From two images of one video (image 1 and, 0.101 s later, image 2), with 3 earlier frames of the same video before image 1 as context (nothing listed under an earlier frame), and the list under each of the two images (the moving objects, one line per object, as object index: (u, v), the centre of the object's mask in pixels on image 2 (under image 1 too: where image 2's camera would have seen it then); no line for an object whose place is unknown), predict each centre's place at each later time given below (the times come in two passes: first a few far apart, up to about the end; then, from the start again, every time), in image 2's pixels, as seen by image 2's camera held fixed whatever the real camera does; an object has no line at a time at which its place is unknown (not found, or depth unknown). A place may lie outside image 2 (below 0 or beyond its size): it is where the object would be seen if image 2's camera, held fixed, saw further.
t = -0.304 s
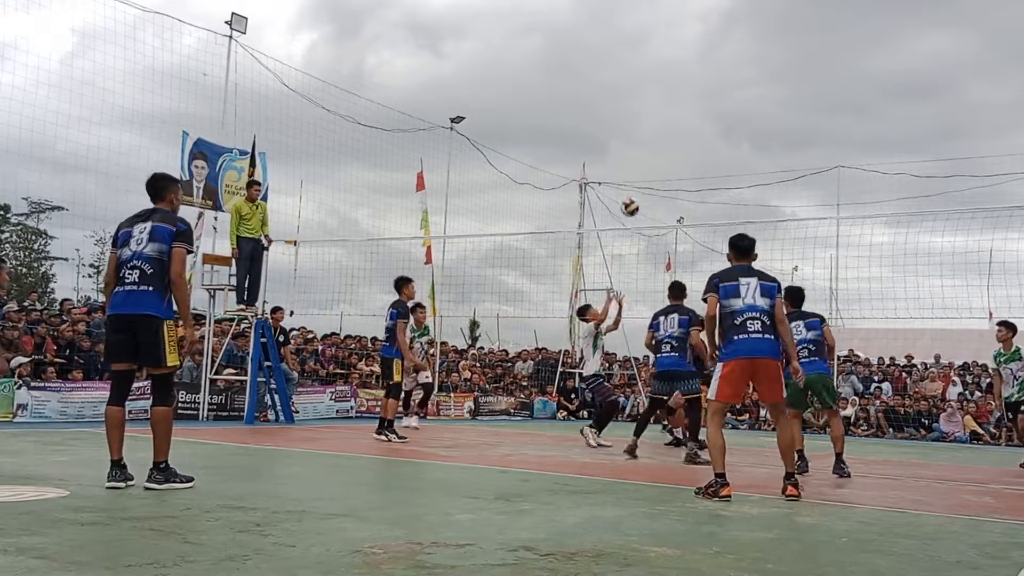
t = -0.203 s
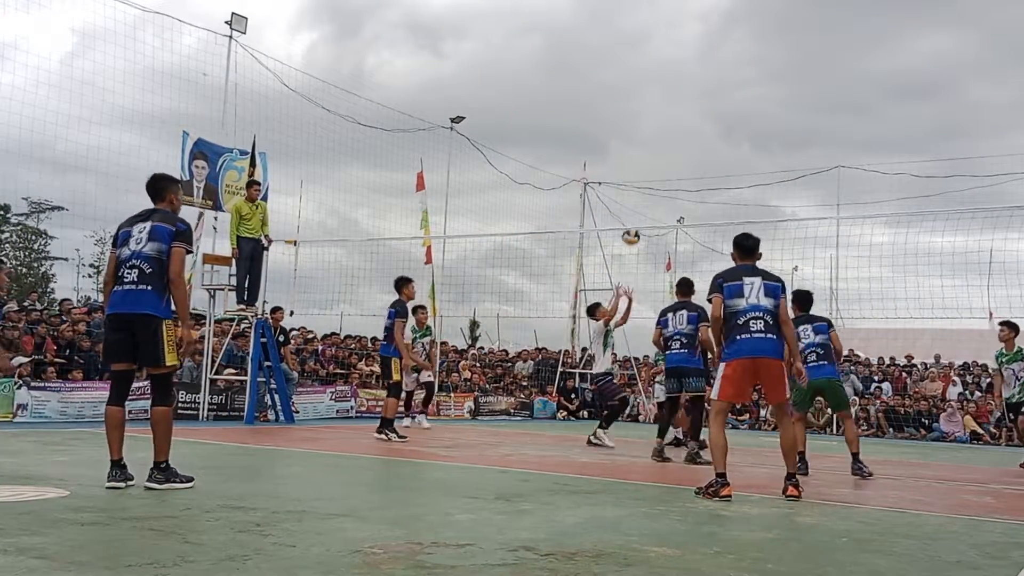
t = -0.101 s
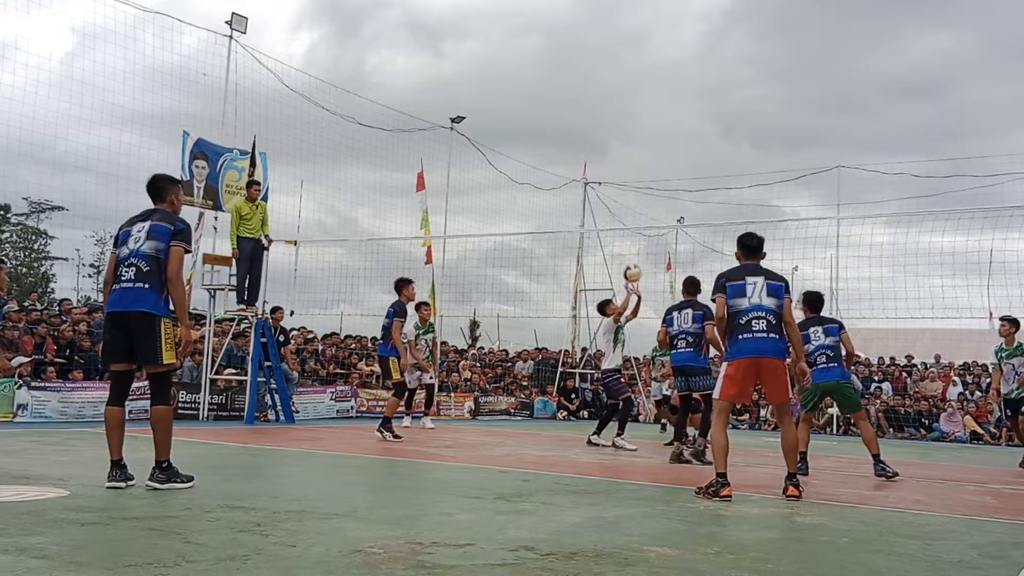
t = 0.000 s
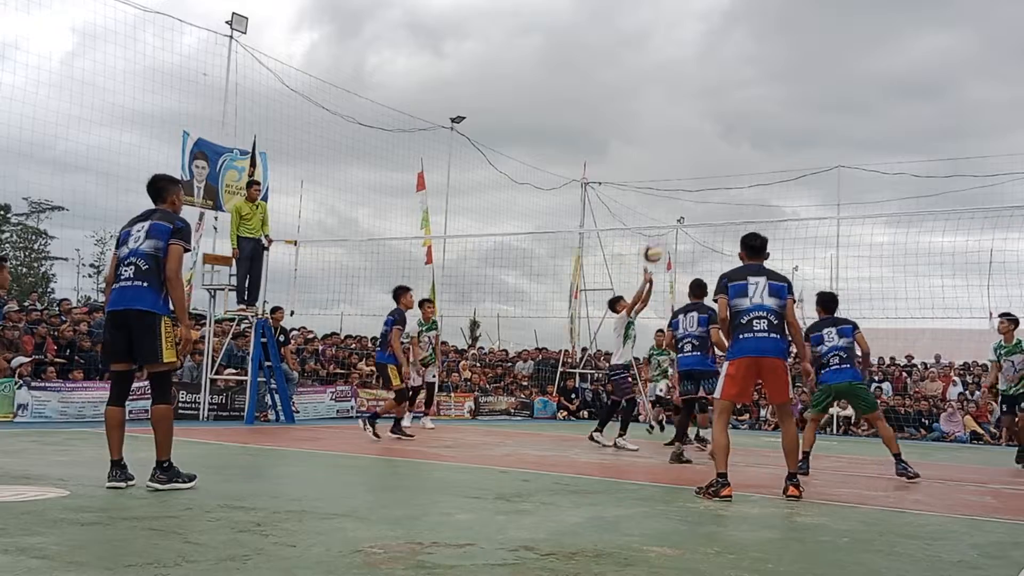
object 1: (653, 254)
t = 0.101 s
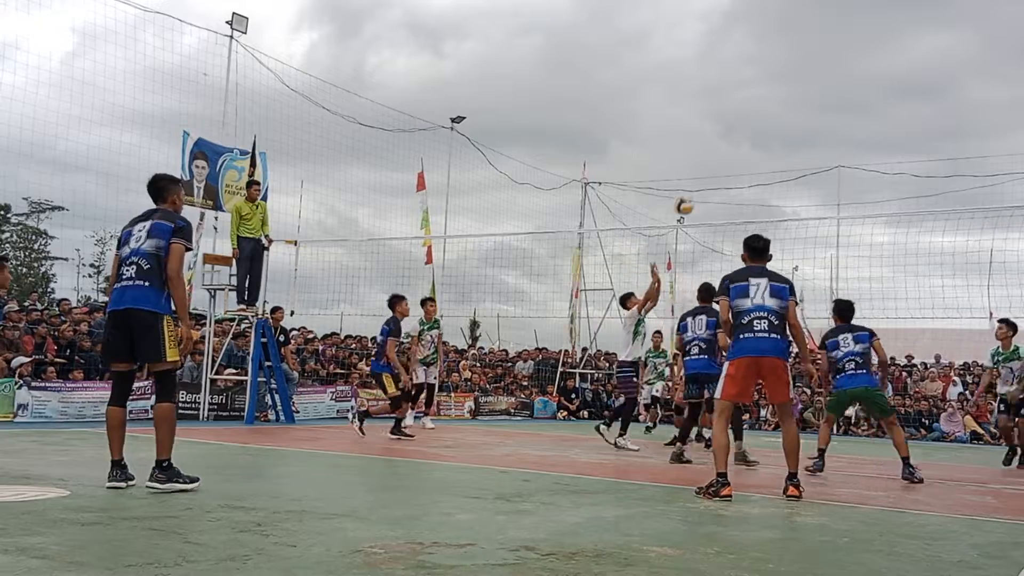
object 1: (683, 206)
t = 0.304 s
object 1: (750, 134)
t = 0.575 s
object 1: (842, 92)
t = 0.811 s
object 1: (927, 112)
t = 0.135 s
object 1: (695, 192)
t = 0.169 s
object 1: (705, 178)
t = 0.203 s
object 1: (717, 165)
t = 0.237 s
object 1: (728, 154)
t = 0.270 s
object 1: (739, 144)
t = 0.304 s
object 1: (750, 134)
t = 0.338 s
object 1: (761, 125)
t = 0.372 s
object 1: (773, 118)
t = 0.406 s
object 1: (784, 111)
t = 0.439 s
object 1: (795, 106)
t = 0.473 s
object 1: (807, 101)
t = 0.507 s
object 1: (819, 97)
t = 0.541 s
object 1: (830, 95)
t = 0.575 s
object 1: (842, 92)
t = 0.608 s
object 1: (854, 92)
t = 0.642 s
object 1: (866, 93)
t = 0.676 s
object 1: (878, 94)
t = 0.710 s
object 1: (890, 96)
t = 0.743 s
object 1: (902, 101)
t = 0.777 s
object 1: (915, 105)
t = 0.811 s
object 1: (927, 112)
